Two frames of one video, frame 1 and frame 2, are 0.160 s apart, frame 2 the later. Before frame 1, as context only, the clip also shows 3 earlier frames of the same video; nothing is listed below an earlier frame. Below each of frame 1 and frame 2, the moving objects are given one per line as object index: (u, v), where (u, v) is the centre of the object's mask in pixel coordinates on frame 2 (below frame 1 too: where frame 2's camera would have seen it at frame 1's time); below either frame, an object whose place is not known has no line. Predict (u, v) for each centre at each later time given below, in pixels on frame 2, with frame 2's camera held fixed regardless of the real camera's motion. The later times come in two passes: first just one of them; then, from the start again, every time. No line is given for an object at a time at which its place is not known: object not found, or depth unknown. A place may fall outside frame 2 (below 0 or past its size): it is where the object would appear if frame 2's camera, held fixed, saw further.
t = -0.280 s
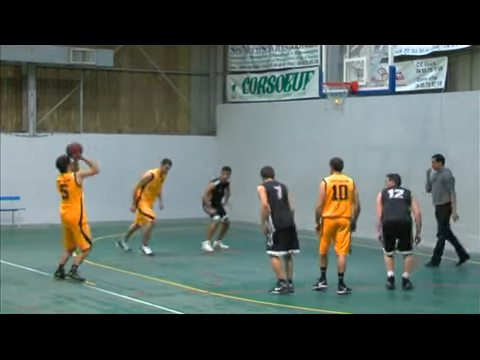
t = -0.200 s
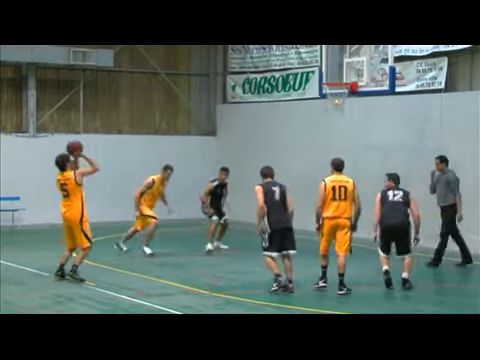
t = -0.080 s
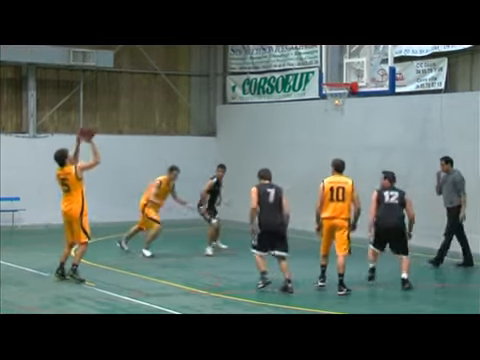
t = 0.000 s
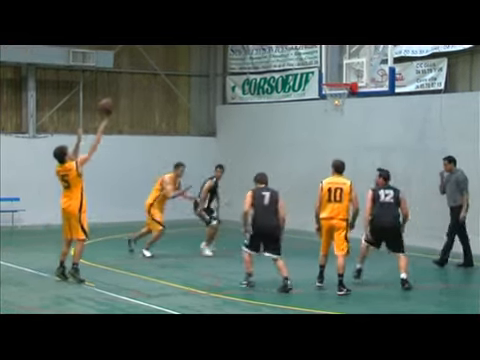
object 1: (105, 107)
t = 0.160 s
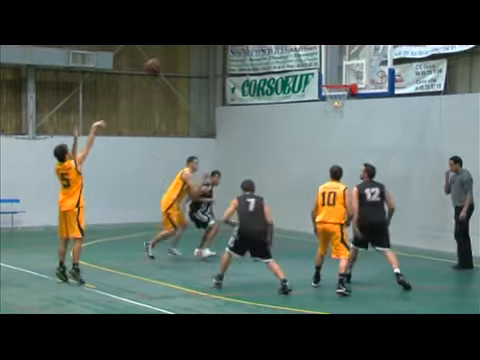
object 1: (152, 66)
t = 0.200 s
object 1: (165, 58)
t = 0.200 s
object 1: (165, 58)
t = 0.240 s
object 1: (176, 52)
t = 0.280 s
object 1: (185, 49)
